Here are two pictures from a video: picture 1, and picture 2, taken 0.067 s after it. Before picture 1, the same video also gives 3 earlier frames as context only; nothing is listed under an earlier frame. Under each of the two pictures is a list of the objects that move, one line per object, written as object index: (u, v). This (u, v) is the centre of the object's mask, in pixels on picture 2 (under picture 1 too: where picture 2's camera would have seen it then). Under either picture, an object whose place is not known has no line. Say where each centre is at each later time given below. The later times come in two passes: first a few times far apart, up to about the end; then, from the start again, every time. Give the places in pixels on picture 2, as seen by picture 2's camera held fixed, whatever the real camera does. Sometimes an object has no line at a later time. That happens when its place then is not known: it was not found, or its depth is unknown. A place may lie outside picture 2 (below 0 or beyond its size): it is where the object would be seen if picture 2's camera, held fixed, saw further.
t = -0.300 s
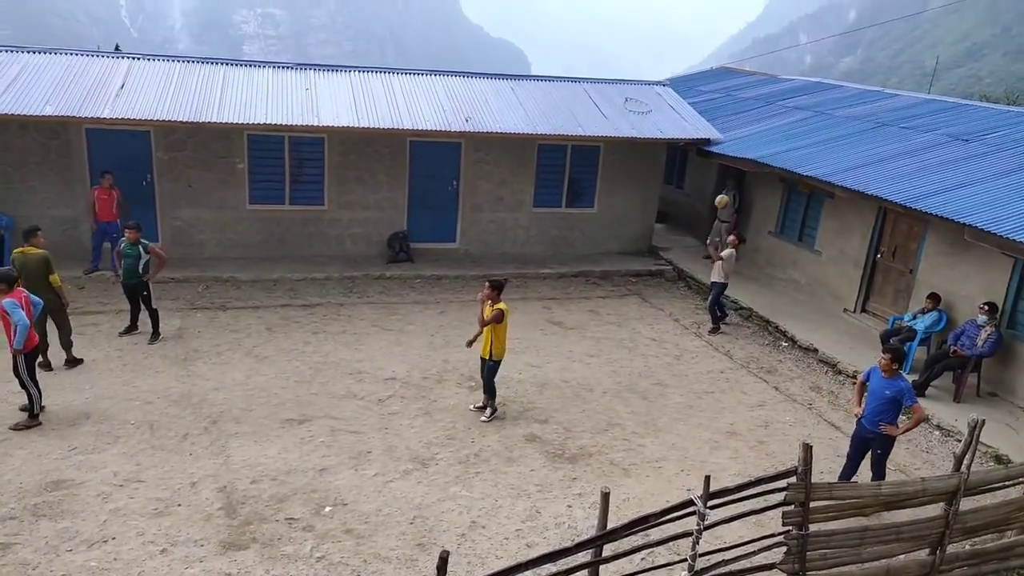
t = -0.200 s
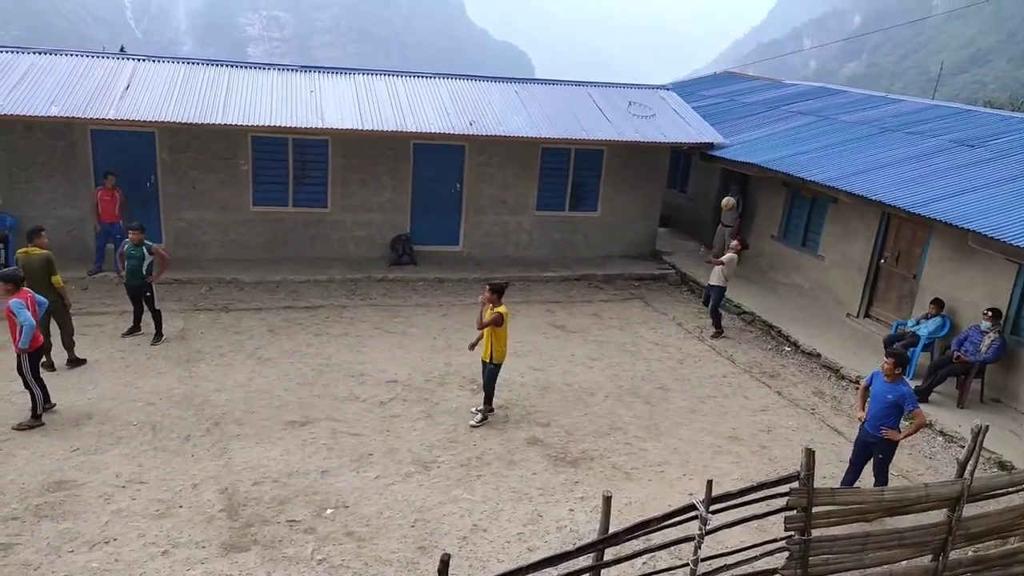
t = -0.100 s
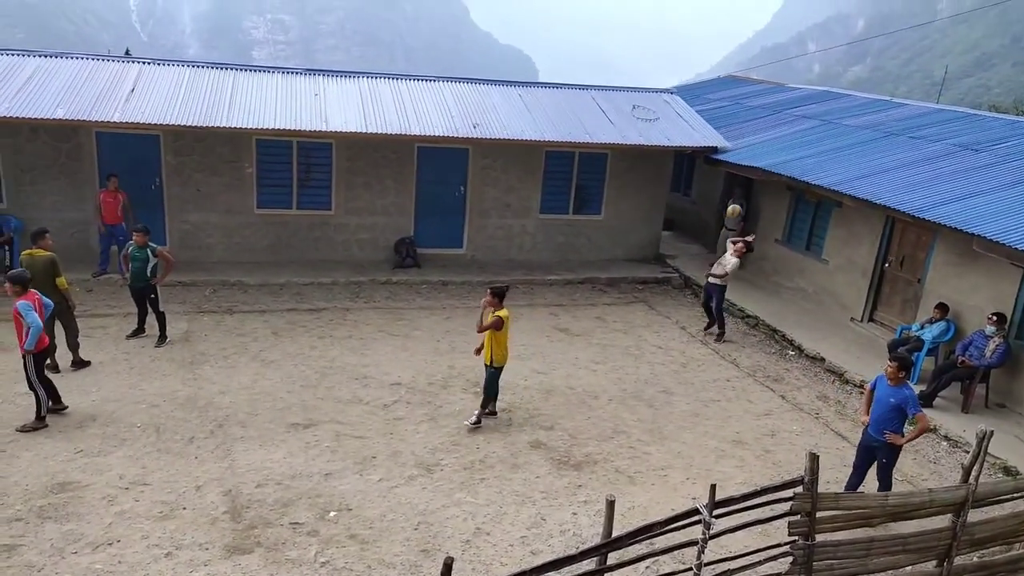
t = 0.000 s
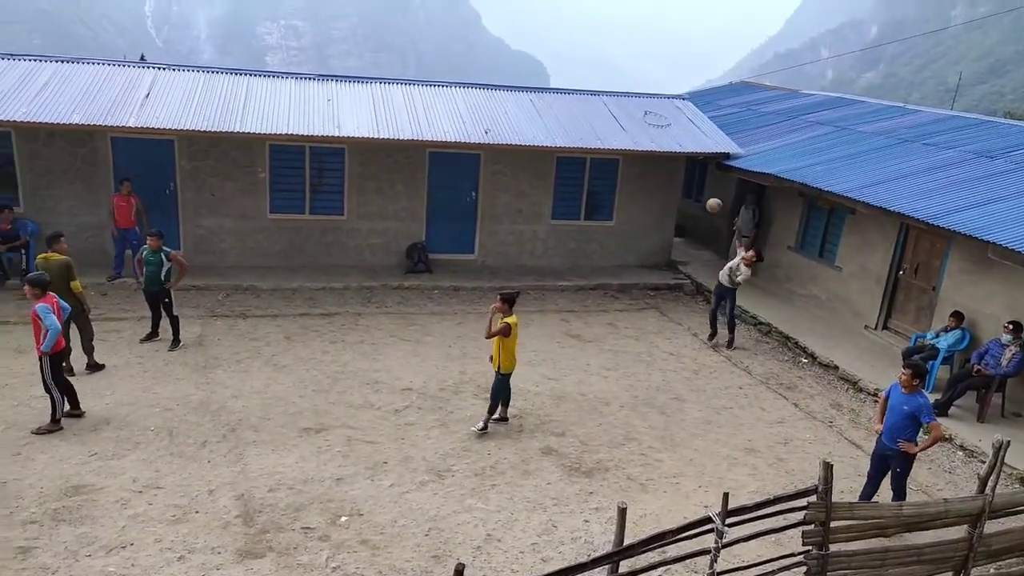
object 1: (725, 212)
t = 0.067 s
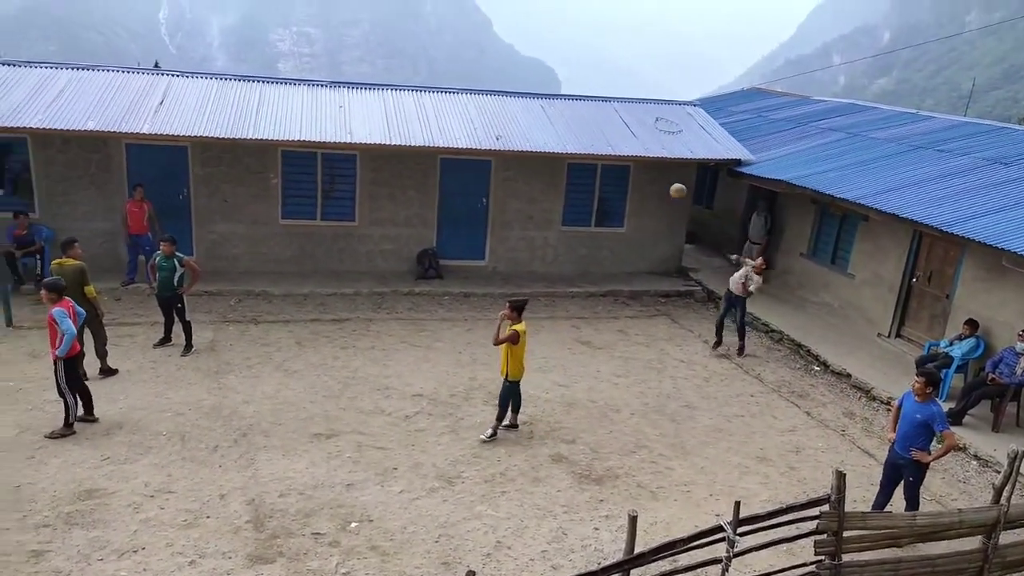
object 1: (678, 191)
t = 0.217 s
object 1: (557, 150)
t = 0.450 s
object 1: (335, 110)
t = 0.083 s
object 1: (665, 186)
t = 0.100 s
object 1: (652, 181)
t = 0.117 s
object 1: (639, 176)
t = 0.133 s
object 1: (626, 172)
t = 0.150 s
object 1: (613, 167)
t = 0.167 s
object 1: (599, 163)
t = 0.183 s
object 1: (586, 159)
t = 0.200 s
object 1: (572, 154)
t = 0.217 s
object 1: (557, 150)
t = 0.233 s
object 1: (542, 147)
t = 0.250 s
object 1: (527, 143)
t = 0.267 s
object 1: (512, 139)
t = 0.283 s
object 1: (497, 136)
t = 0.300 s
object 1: (481, 132)
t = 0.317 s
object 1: (466, 129)
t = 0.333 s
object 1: (450, 126)
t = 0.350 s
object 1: (434, 123)
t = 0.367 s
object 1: (418, 120)
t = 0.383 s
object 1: (402, 118)
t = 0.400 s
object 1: (385, 116)
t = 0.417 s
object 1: (369, 114)
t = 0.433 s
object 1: (352, 112)
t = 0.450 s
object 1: (335, 110)
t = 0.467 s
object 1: (317, 109)
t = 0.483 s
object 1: (300, 108)
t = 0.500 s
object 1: (282, 107)
